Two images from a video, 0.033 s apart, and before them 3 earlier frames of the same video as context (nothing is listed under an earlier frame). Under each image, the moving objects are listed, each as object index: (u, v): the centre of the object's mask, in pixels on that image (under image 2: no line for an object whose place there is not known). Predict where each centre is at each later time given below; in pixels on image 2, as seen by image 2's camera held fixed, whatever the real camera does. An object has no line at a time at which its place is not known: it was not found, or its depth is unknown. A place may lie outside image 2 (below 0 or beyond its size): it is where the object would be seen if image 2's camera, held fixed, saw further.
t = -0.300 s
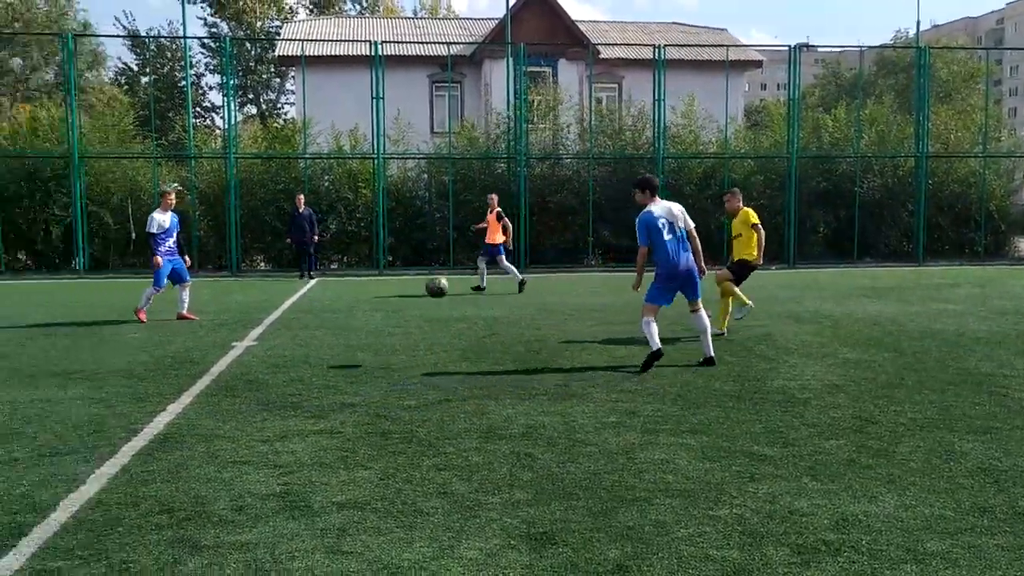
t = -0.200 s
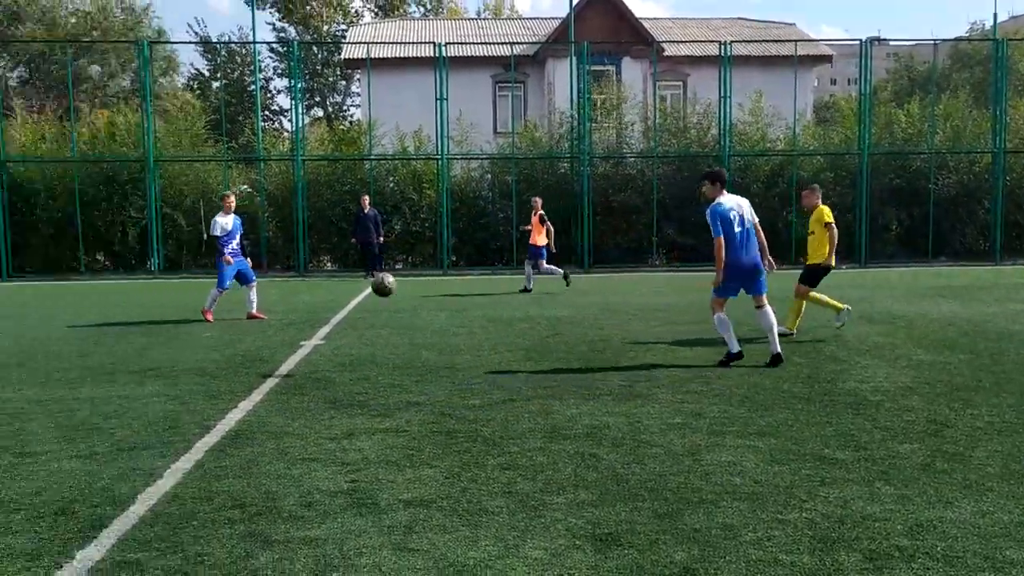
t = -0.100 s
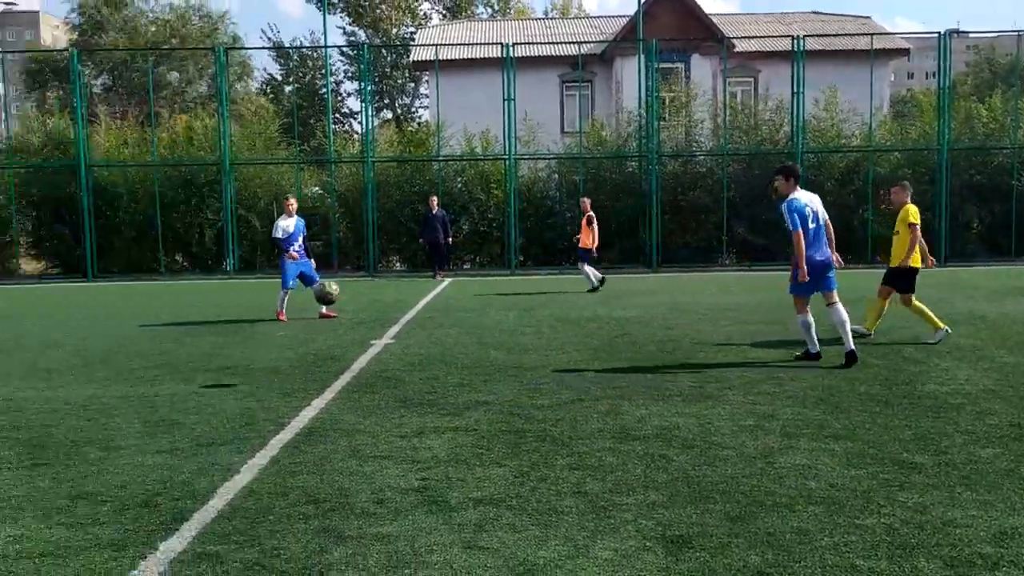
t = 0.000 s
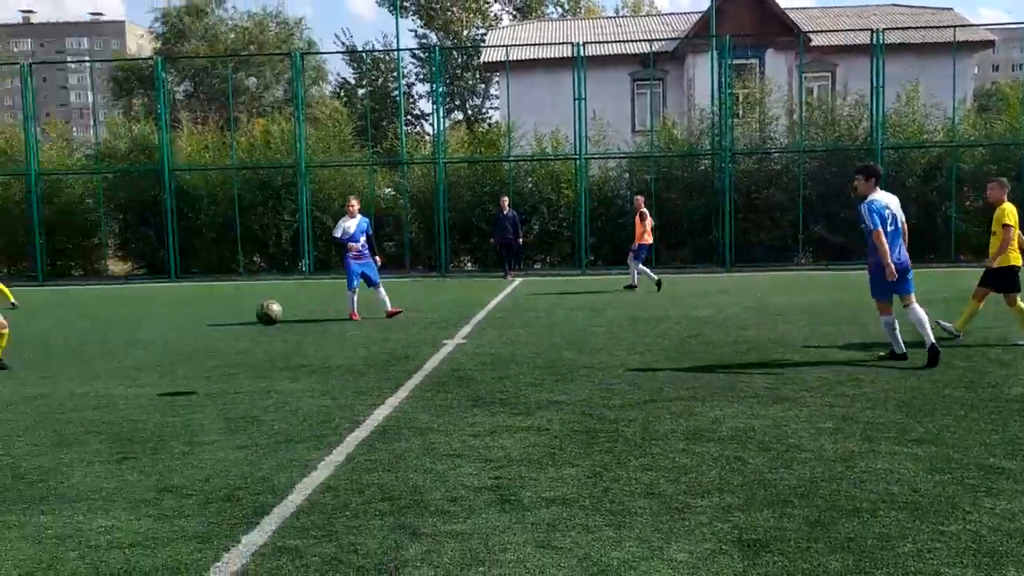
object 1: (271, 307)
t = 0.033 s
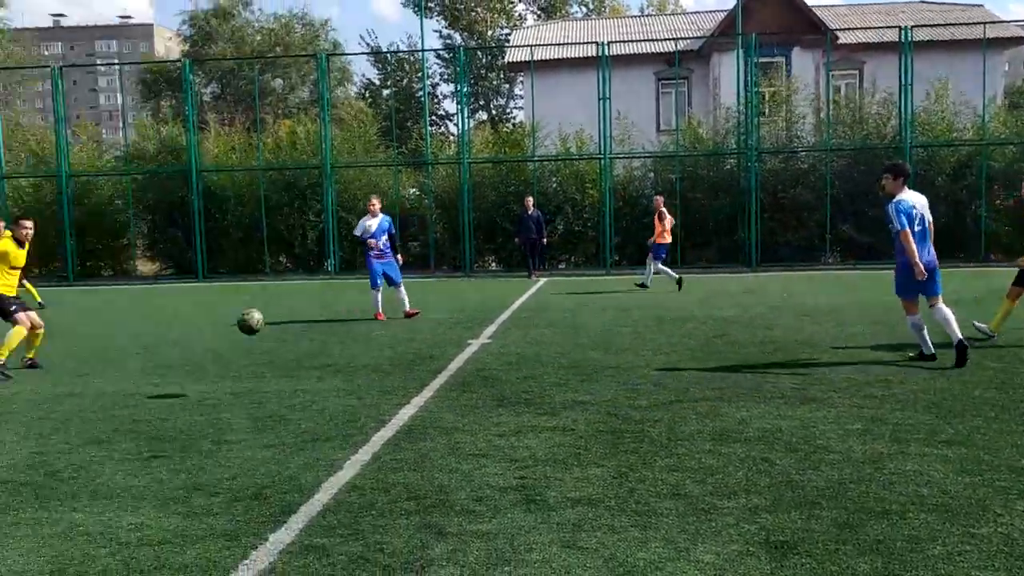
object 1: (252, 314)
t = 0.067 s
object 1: (205, 327)
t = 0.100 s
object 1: (160, 339)
